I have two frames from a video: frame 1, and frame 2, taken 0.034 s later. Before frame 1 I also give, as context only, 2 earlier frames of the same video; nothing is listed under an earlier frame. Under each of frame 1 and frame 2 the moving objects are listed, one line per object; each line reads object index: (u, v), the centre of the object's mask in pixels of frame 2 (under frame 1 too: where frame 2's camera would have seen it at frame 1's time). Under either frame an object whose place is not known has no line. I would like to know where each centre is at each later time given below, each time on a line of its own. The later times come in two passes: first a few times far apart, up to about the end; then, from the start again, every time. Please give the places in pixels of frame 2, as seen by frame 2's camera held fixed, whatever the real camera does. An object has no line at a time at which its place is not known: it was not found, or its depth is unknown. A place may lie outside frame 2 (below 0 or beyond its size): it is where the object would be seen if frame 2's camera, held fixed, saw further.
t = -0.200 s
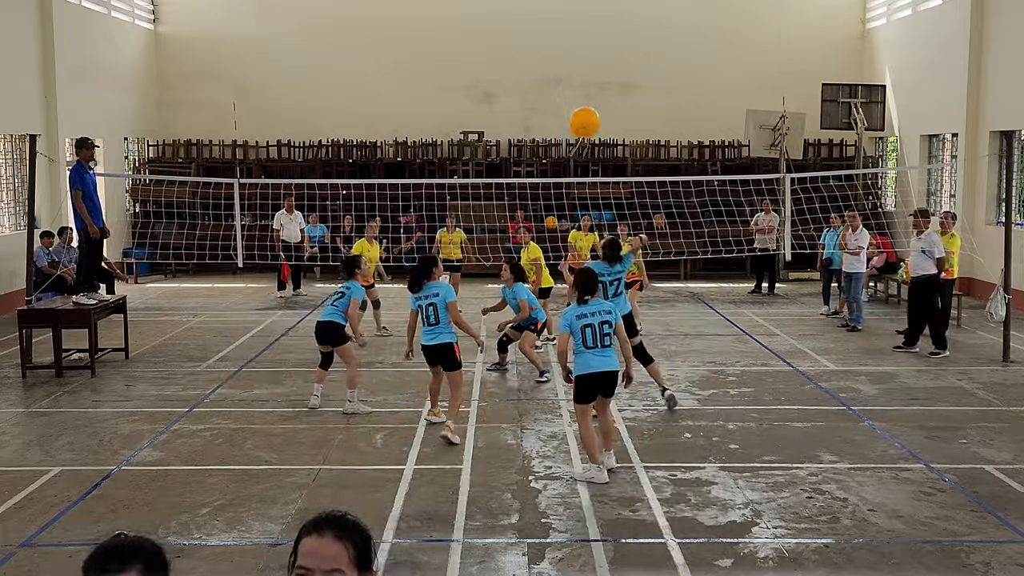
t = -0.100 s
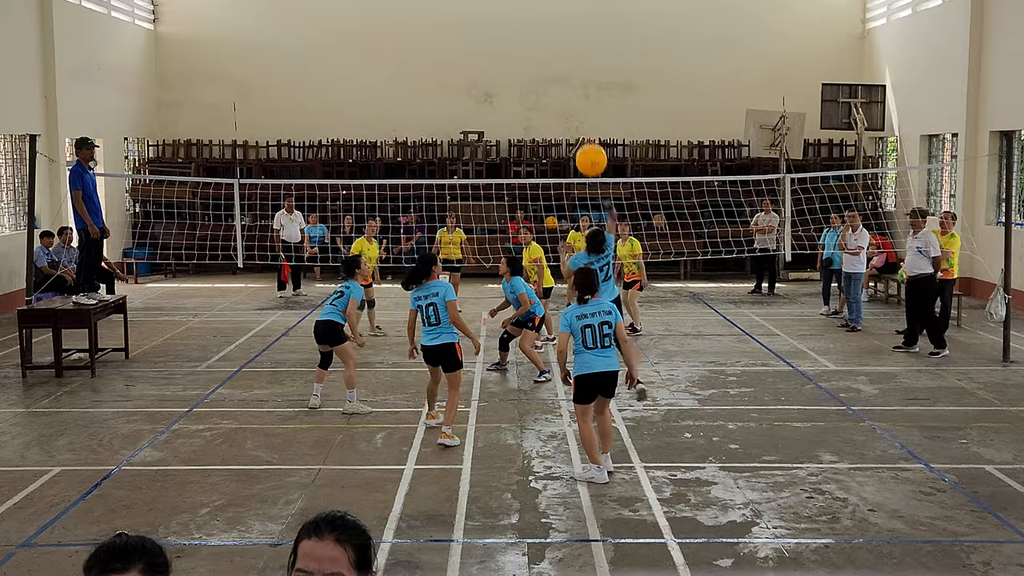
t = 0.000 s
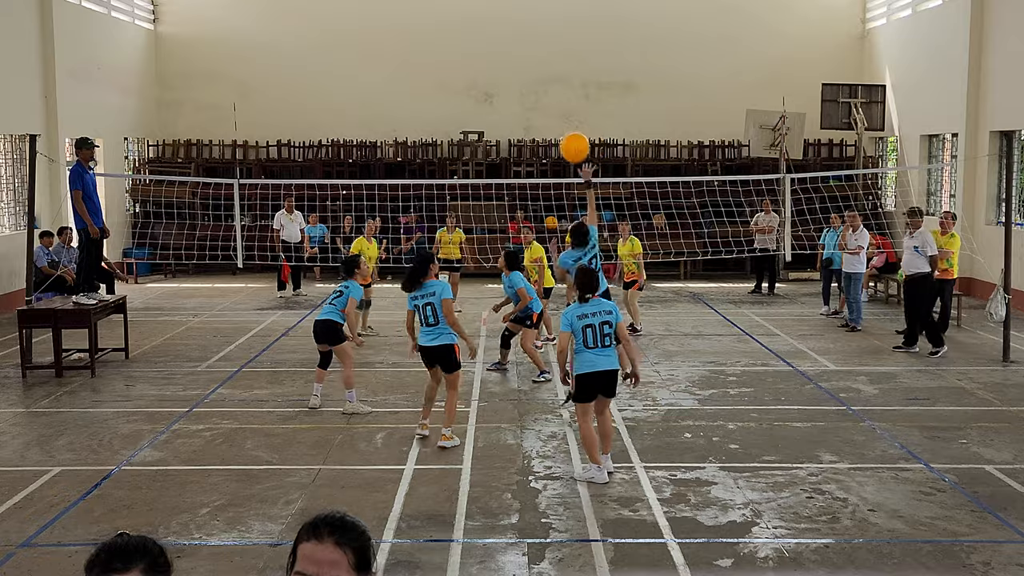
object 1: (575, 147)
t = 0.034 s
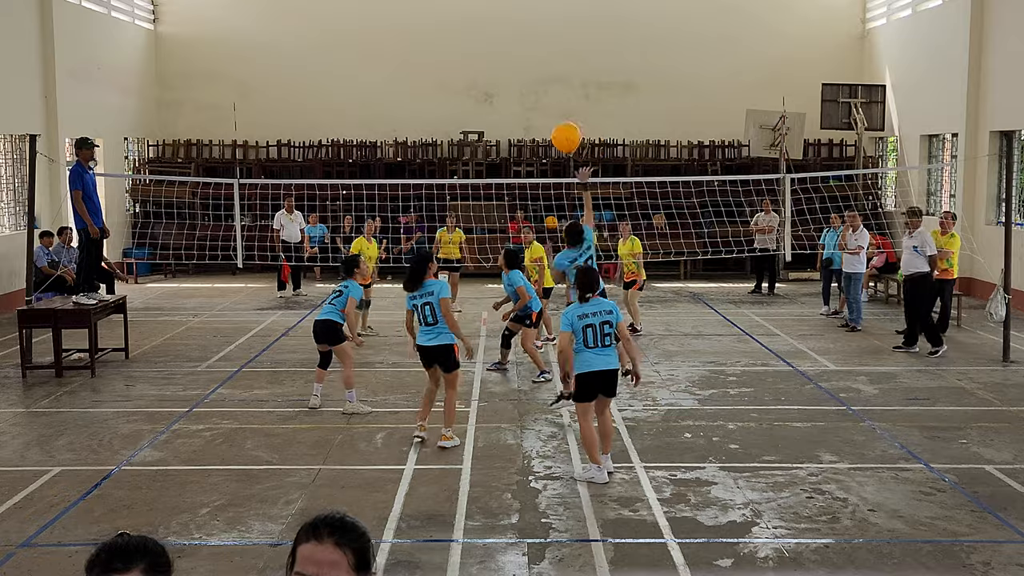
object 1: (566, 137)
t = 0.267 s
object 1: (522, 101)
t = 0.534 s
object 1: (490, 124)
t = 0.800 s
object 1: (469, 190)
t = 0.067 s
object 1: (558, 128)
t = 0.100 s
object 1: (551, 121)
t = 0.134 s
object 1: (544, 115)
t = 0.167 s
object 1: (537, 110)
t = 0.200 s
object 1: (532, 106)
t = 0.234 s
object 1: (527, 103)
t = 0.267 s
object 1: (522, 101)
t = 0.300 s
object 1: (517, 100)
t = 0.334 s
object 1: (513, 101)
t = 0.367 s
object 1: (509, 103)
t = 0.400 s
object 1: (505, 105)
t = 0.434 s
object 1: (500, 109)
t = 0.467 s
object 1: (497, 113)
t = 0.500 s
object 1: (493, 118)
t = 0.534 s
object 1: (490, 124)
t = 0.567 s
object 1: (487, 130)
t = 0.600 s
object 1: (484, 137)
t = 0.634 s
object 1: (481, 144)
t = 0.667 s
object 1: (478, 152)
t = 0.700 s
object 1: (476, 161)
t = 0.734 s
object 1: (474, 169)
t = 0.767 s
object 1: (471, 179)
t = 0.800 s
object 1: (469, 190)
